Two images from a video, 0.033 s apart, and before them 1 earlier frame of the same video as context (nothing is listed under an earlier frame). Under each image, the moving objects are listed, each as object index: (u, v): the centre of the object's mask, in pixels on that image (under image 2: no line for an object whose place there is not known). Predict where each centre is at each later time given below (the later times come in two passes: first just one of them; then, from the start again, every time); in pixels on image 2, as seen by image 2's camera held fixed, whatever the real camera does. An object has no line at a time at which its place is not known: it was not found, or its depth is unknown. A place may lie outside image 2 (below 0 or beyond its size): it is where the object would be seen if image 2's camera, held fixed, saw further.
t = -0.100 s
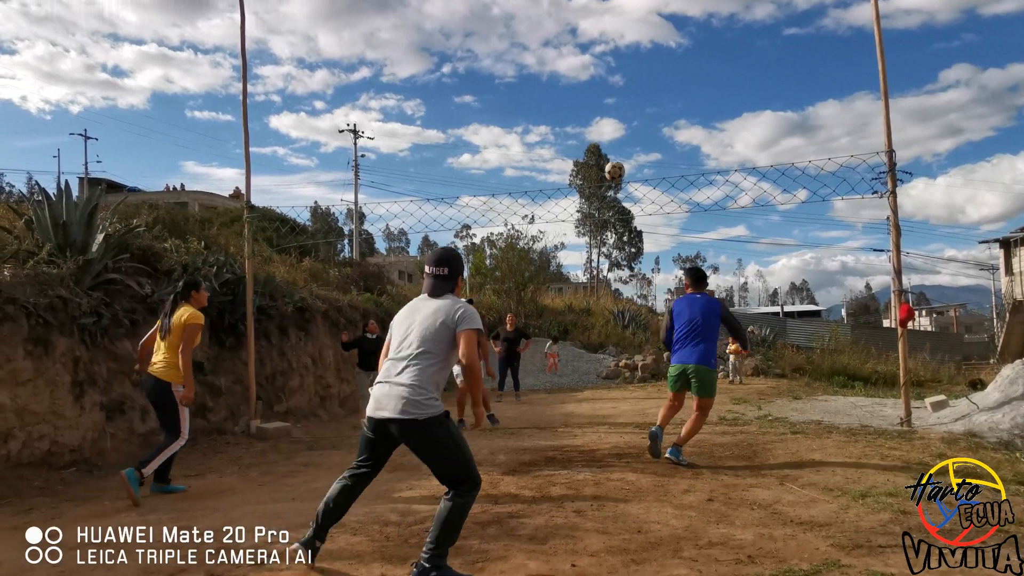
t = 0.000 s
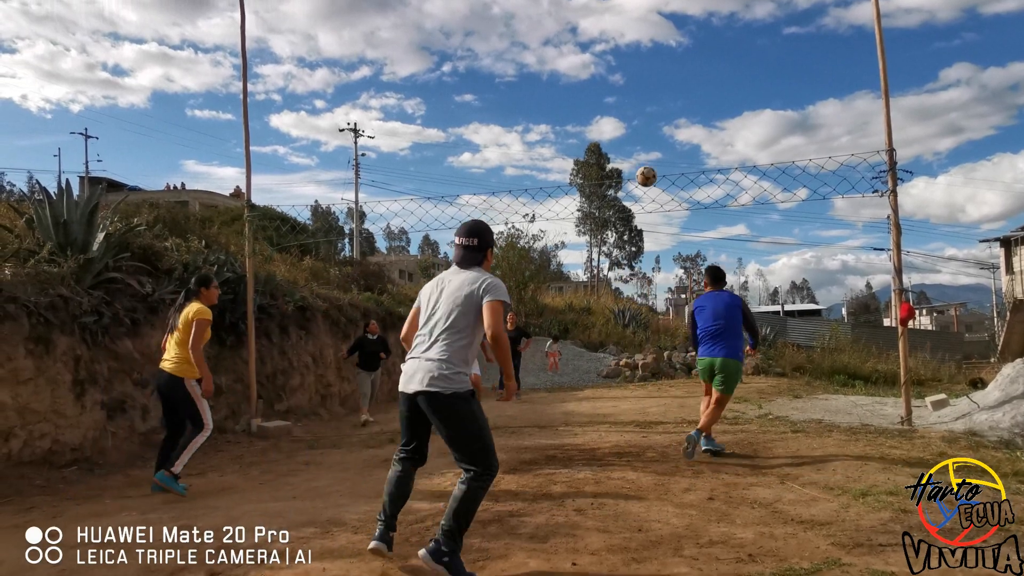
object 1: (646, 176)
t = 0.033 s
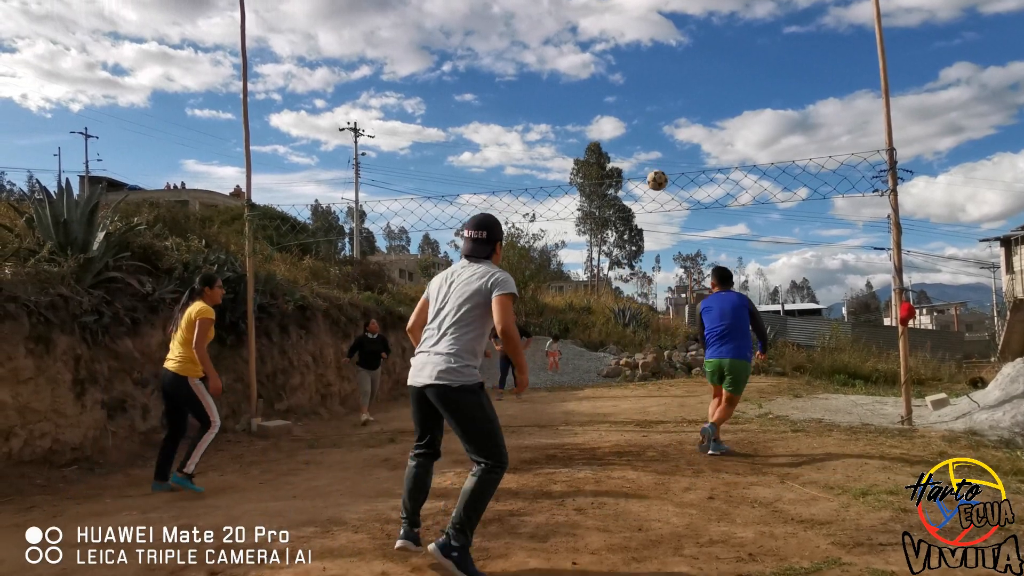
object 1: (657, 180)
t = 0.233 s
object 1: (727, 231)
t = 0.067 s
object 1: (668, 185)
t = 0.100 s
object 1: (679, 192)
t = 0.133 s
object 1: (690, 200)
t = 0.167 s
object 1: (703, 209)
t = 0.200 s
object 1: (715, 220)
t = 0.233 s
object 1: (727, 231)
